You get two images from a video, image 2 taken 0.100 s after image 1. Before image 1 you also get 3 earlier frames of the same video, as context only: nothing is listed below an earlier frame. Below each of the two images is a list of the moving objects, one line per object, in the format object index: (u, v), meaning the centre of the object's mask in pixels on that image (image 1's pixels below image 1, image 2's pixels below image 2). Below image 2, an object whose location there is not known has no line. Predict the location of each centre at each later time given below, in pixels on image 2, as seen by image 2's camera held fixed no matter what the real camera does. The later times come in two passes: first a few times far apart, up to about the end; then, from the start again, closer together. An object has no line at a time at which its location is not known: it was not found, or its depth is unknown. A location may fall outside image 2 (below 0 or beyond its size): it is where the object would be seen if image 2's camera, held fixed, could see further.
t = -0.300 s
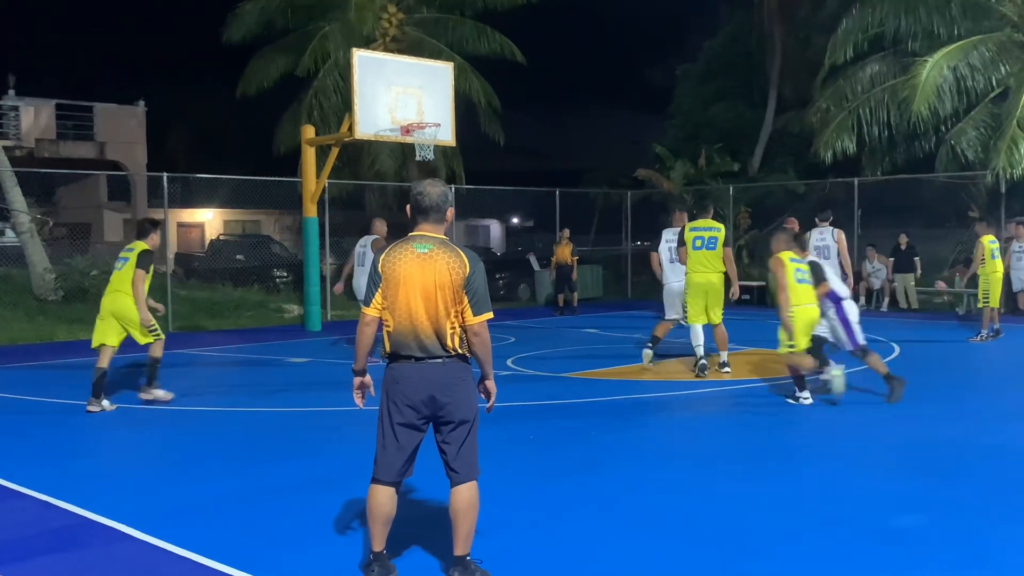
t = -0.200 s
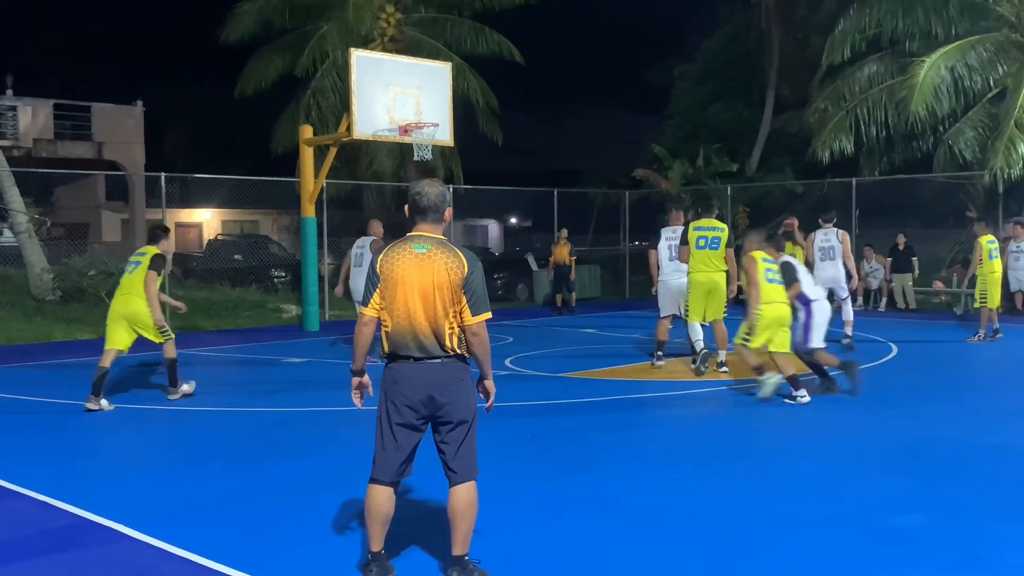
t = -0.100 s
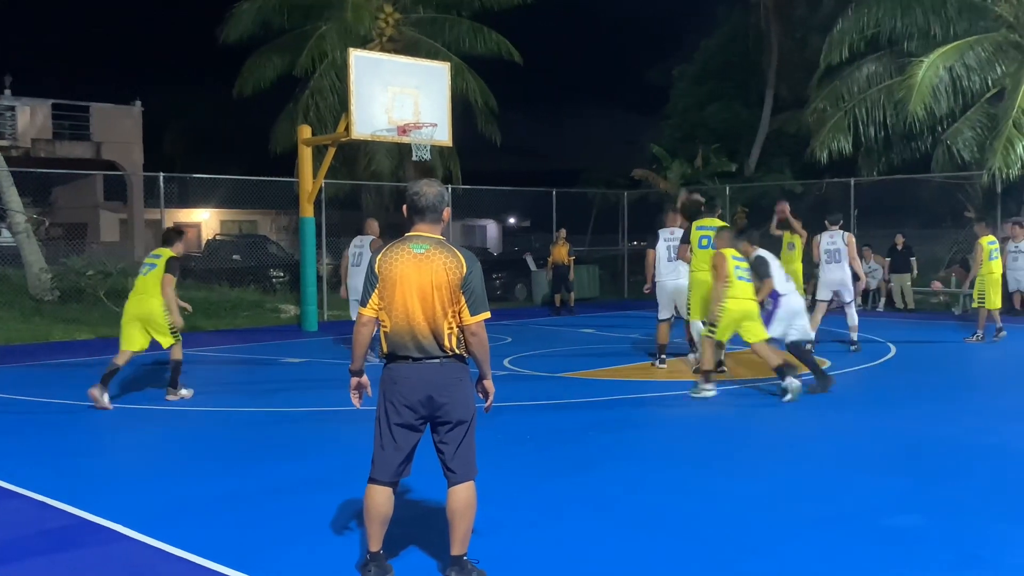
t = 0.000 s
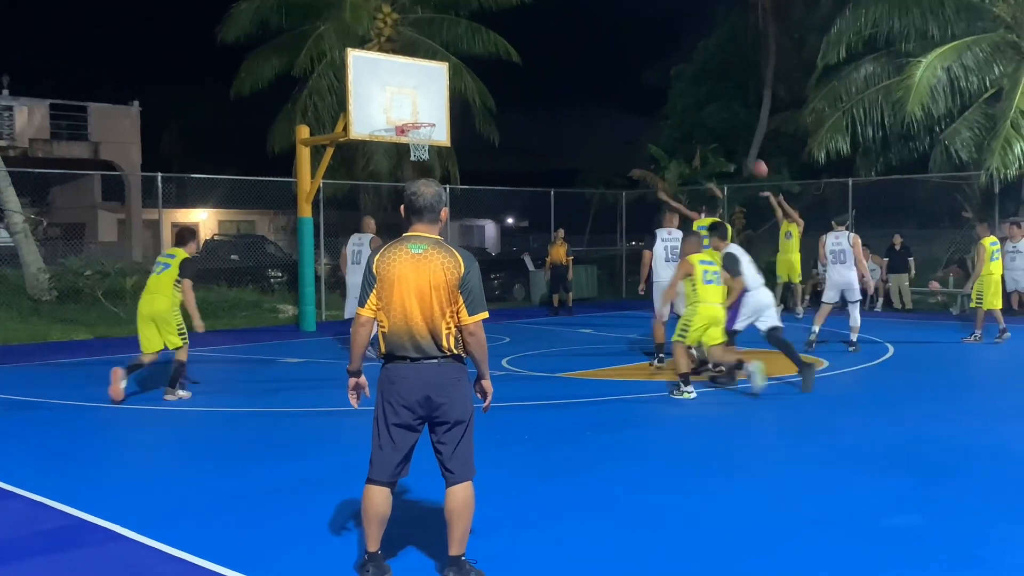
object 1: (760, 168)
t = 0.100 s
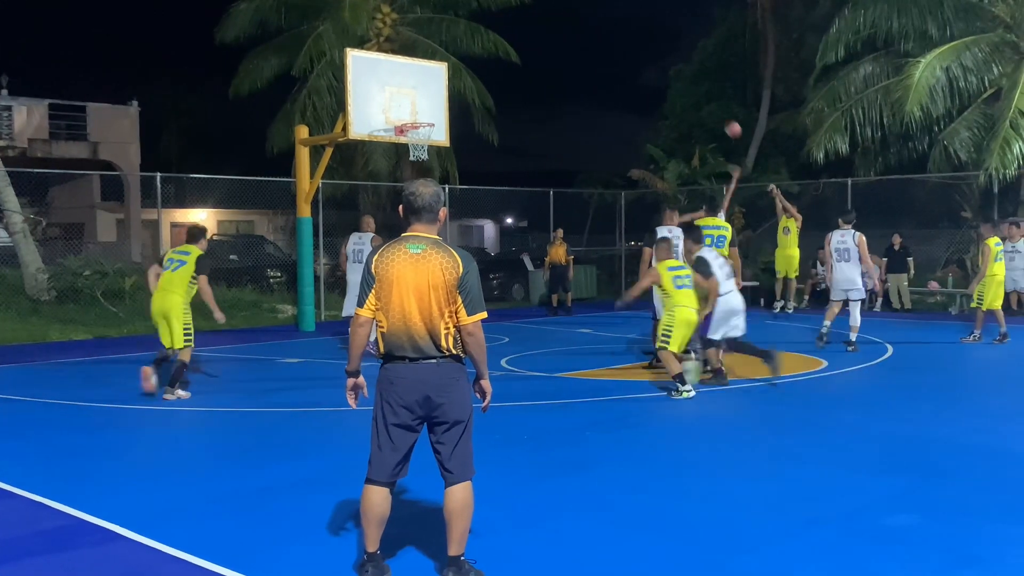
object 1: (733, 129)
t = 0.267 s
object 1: (690, 75)
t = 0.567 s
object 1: (609, 18)
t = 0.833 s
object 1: (533, 15)
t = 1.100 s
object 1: (457, 60)
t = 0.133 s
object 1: (724, 117)
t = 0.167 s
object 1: (716, 105)
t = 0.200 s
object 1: (707, 94)
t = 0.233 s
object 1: (699, 84)
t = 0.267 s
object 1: (690, 75)
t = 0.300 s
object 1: (681, 66)
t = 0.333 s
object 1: (672, 58)
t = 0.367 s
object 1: (663, 50)
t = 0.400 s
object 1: (654, 43)
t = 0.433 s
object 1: (645, 37)
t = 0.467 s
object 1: (636, 31)
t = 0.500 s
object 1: (627, 26)
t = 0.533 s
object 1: (618, 22)
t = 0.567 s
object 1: (609, 18)
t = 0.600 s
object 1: (600, 16)
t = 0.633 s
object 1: (590, 13)
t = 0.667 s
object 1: (581, 12)
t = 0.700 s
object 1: (572, 11)
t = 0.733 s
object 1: (562, 11)
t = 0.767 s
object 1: (553, 11)
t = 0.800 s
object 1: (543, 13)
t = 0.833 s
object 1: (533, 15)
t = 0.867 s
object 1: (524, 18)
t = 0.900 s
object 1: (514, 22)
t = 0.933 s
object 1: (505, 27)
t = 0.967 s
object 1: (496, 32)
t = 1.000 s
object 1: (486, 38)
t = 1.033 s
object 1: (476, 45)
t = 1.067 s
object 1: (467, 53)
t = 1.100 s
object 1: (457, 60)
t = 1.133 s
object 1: (448, 70)
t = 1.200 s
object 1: (428, 91)
